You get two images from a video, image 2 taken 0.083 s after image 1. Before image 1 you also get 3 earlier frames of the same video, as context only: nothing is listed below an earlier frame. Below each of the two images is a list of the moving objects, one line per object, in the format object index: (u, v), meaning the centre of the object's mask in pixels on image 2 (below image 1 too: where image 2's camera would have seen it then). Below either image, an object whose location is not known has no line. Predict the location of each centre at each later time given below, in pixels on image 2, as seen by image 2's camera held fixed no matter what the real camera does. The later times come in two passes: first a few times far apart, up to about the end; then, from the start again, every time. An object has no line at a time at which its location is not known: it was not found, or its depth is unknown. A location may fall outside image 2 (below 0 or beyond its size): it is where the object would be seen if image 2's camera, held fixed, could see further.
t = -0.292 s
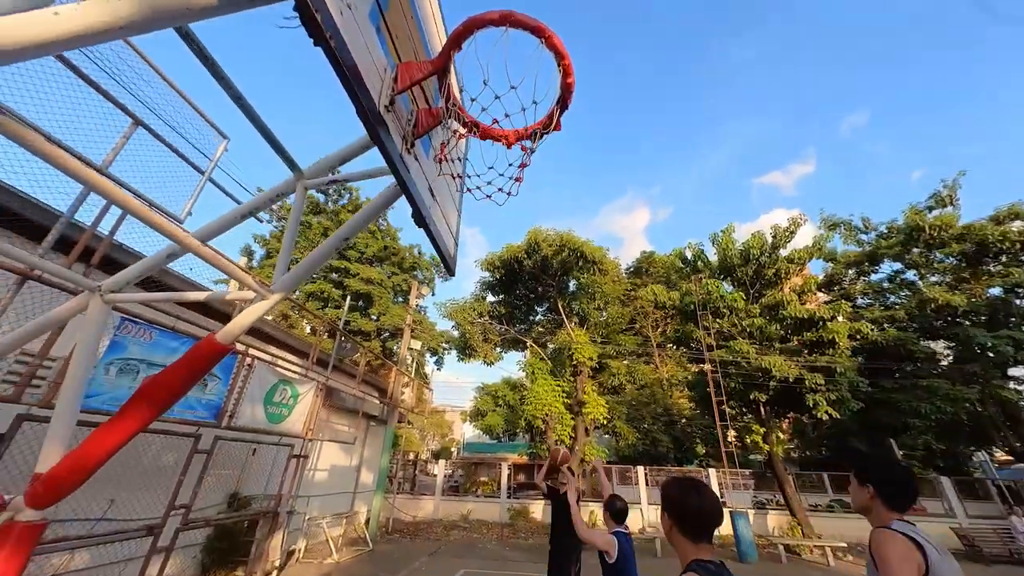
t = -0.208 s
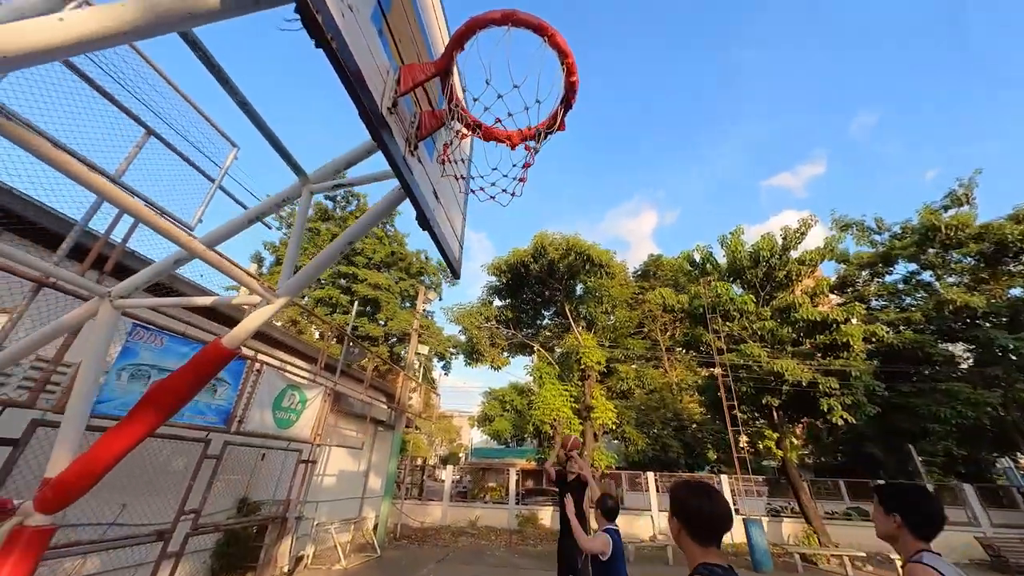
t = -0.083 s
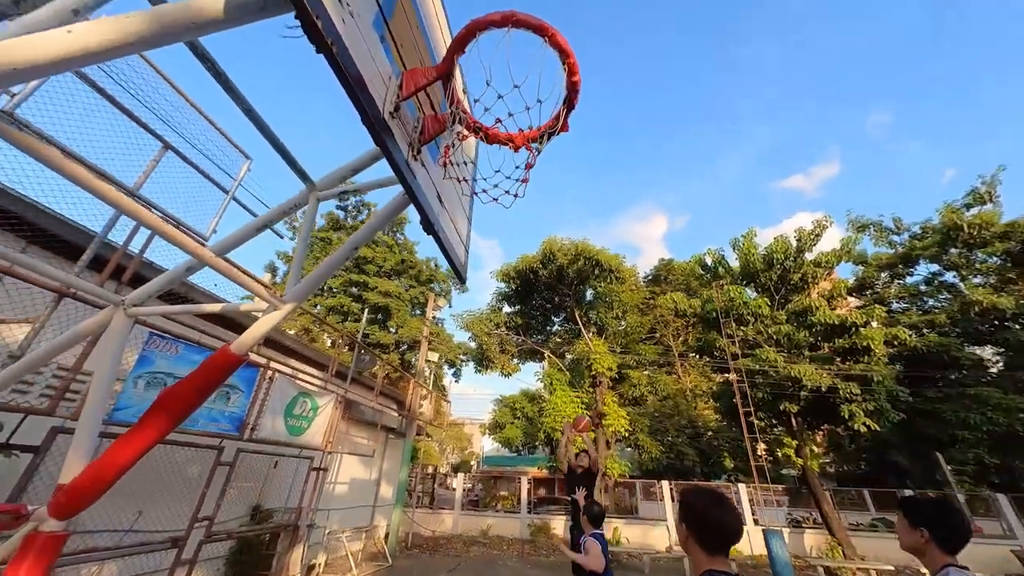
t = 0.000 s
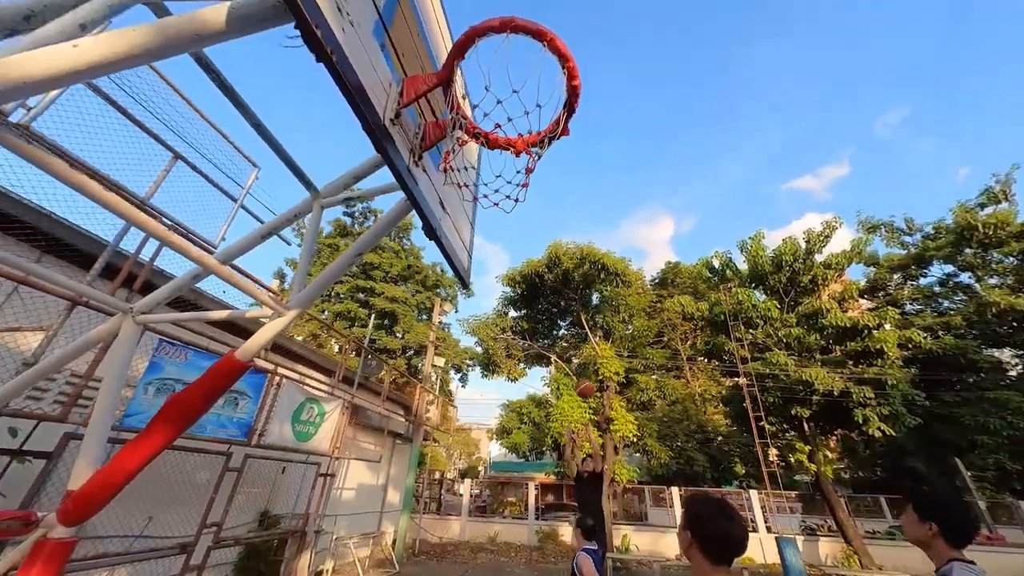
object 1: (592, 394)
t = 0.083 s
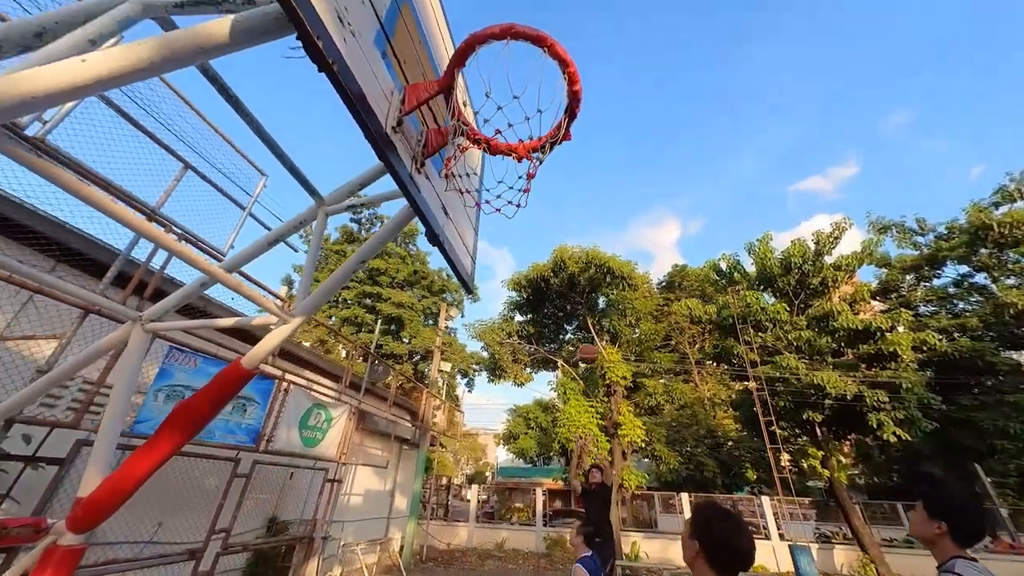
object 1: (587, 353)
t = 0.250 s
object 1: (580, 285)
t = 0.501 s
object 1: (569, 197)
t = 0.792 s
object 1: (544, 104)
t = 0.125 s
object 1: (586, 335)
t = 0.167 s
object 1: (584, 318)
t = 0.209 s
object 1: (581, 301)
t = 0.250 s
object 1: (580, 285)
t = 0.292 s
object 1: (577, 269)
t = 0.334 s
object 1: (576, 253)
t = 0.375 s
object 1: (574, 239)
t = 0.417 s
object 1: (573, 224)
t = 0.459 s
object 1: (571, 211)
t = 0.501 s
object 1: (569, 197)
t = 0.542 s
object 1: (567, 184)
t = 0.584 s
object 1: (564, 172)
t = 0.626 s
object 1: (562, 159)
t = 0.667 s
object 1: (562, 149)
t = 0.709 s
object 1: (558, 132)
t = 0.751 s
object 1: (546, 115)
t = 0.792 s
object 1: (544, 104)
